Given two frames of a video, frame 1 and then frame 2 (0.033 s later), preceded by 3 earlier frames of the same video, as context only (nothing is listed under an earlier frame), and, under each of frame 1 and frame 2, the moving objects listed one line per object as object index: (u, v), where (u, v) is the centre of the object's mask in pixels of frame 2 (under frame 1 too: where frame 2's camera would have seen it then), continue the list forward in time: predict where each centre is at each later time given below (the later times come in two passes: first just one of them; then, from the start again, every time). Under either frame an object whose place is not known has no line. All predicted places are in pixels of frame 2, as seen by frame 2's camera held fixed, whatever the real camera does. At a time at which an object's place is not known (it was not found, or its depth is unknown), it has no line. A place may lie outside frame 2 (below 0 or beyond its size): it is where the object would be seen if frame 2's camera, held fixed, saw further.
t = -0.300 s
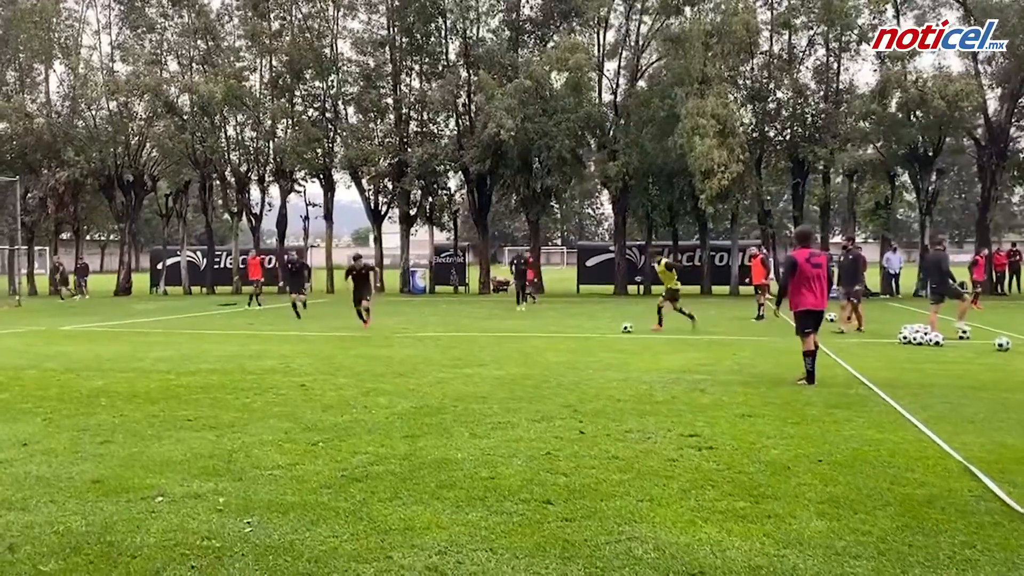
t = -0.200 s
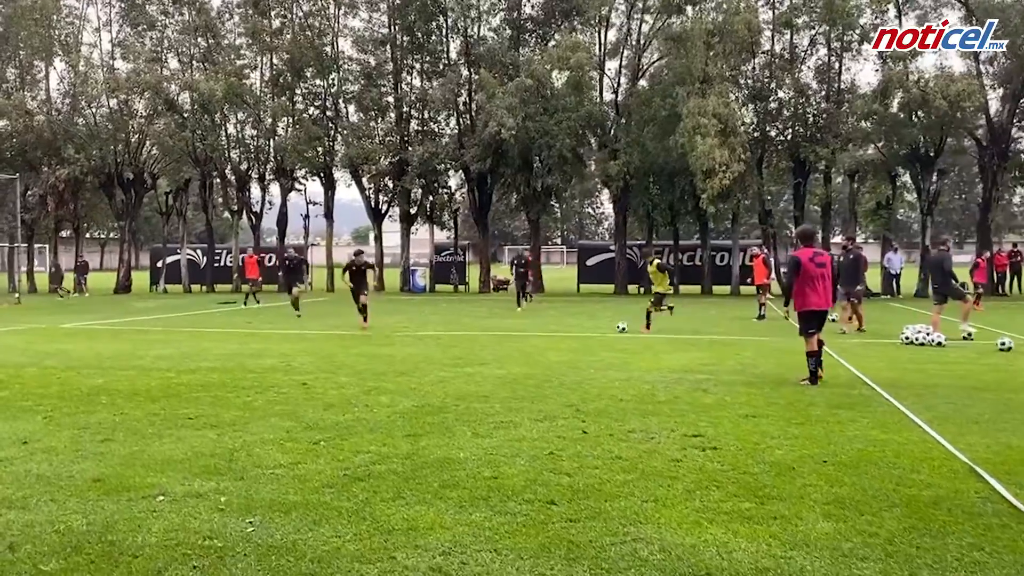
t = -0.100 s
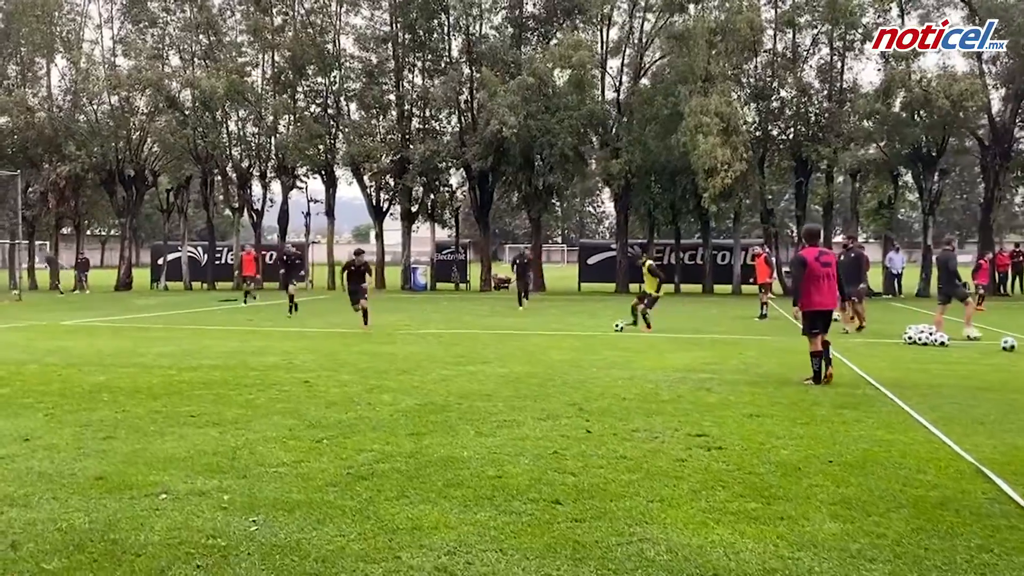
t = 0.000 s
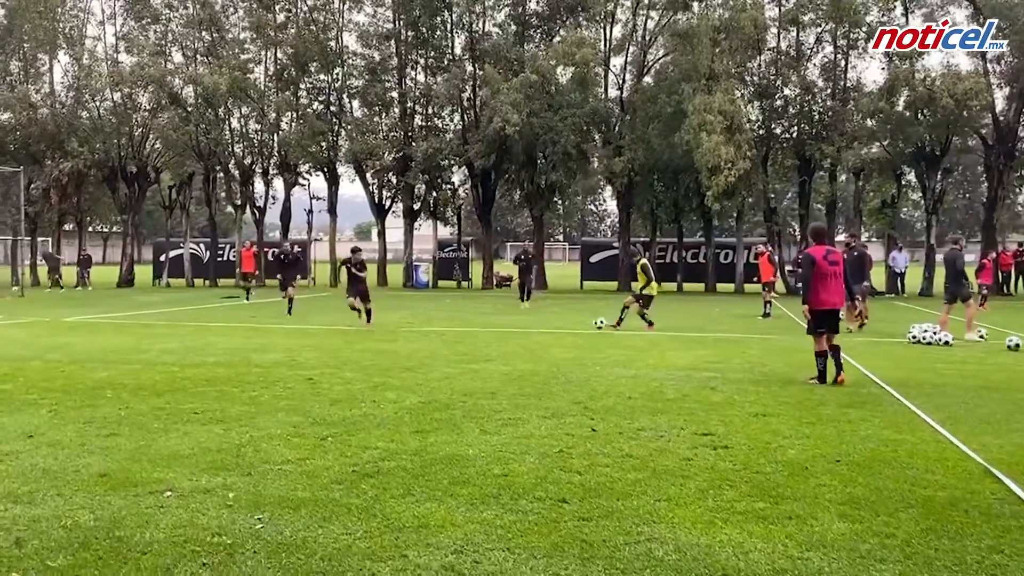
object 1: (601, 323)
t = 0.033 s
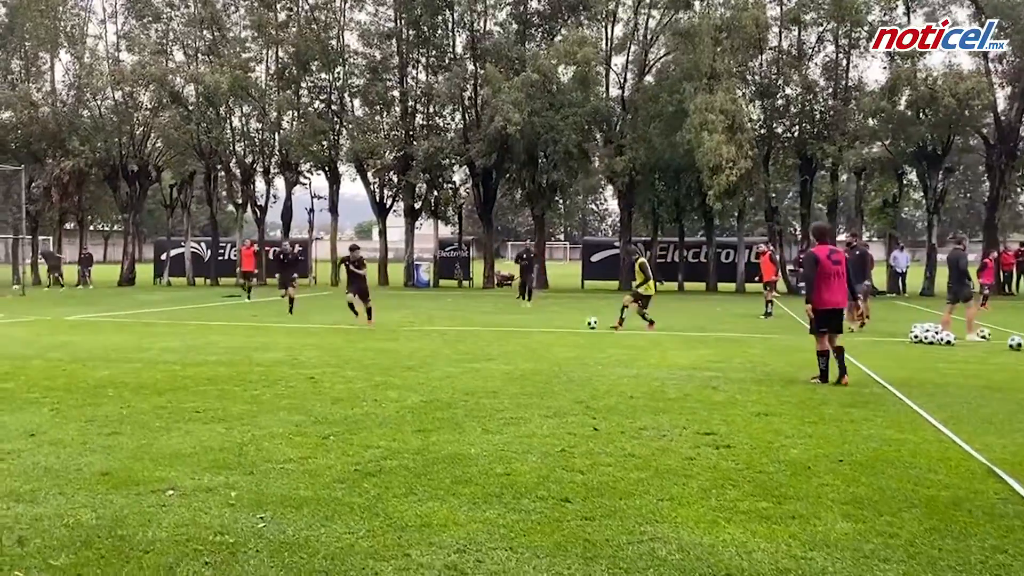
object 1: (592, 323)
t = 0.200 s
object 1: (532, 337)
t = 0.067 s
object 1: (580, 324)
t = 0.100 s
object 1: (569, 326)
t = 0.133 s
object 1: (557, 328)
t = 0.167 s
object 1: (545, 332)
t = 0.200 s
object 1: (532, 337)
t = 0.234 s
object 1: (517, 342)
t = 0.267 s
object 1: (502, 349)
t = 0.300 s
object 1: (488, 353)
